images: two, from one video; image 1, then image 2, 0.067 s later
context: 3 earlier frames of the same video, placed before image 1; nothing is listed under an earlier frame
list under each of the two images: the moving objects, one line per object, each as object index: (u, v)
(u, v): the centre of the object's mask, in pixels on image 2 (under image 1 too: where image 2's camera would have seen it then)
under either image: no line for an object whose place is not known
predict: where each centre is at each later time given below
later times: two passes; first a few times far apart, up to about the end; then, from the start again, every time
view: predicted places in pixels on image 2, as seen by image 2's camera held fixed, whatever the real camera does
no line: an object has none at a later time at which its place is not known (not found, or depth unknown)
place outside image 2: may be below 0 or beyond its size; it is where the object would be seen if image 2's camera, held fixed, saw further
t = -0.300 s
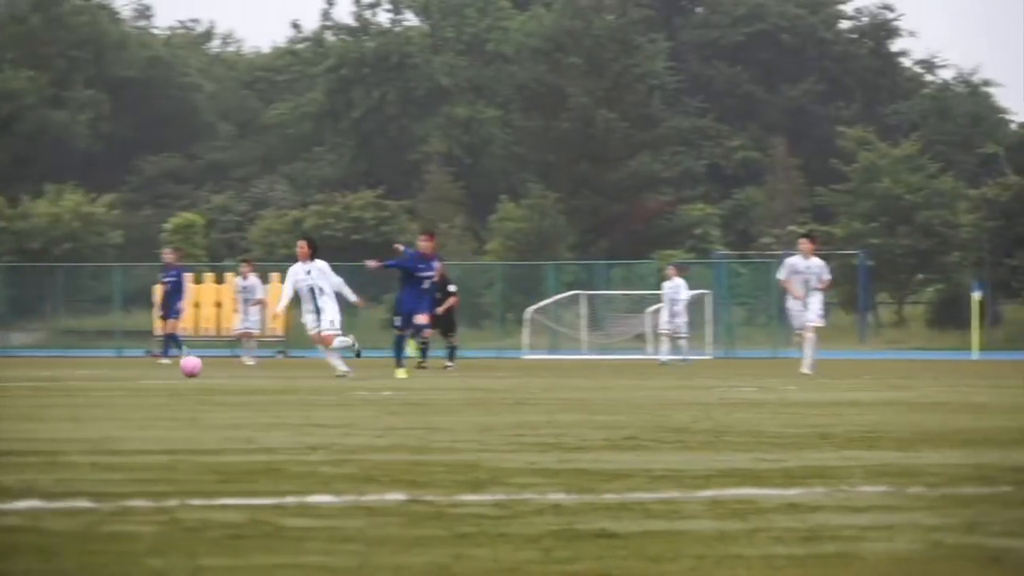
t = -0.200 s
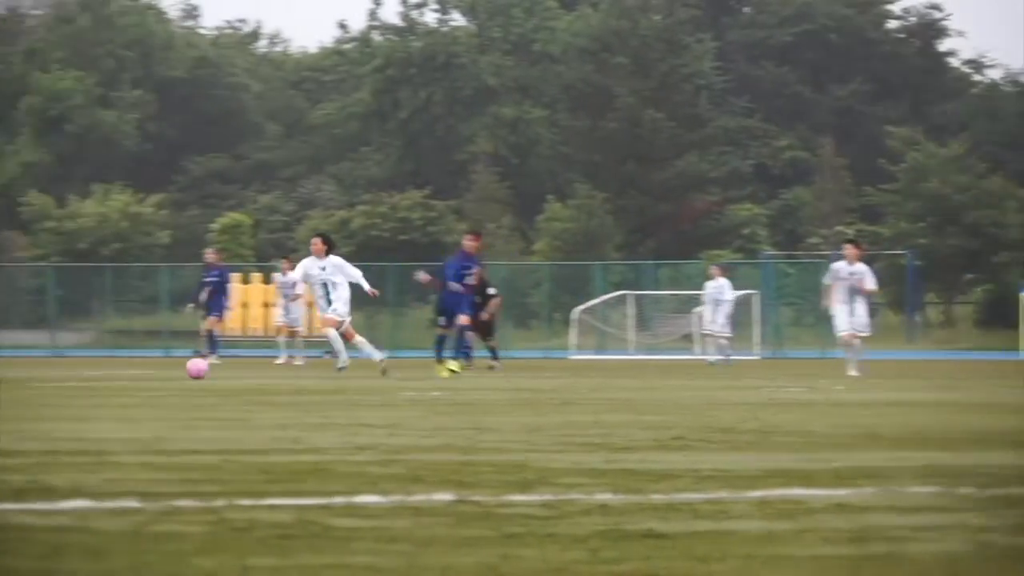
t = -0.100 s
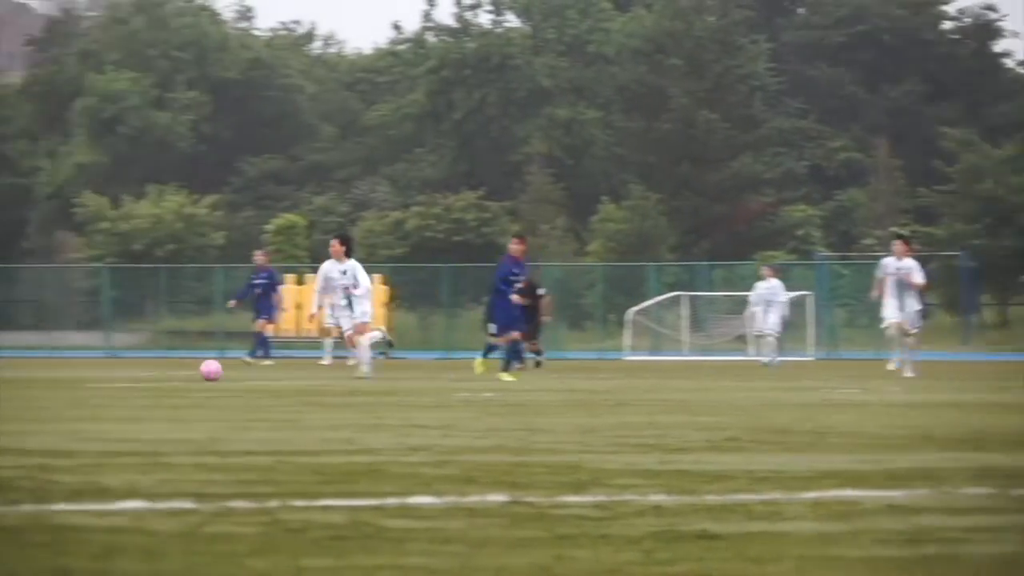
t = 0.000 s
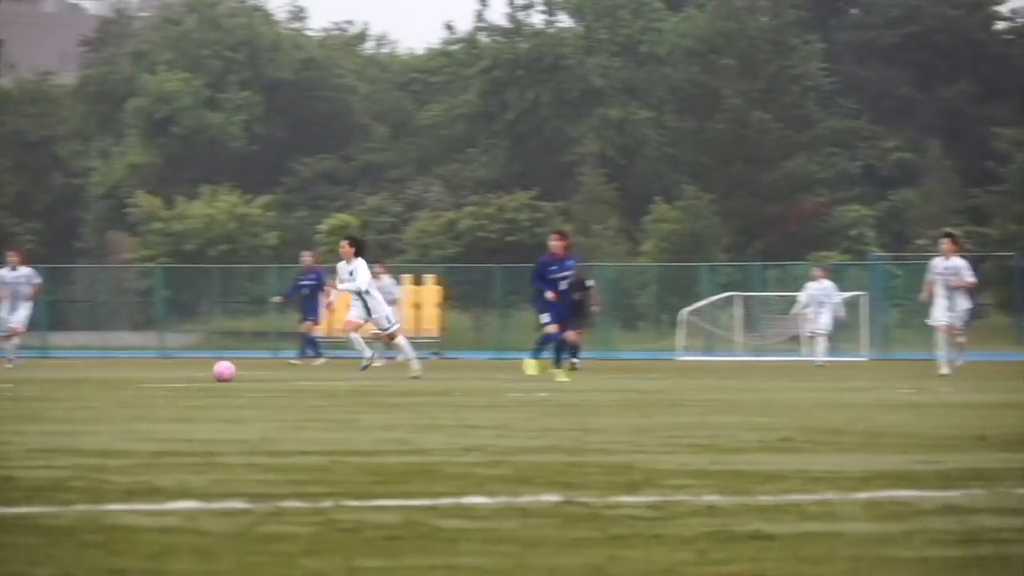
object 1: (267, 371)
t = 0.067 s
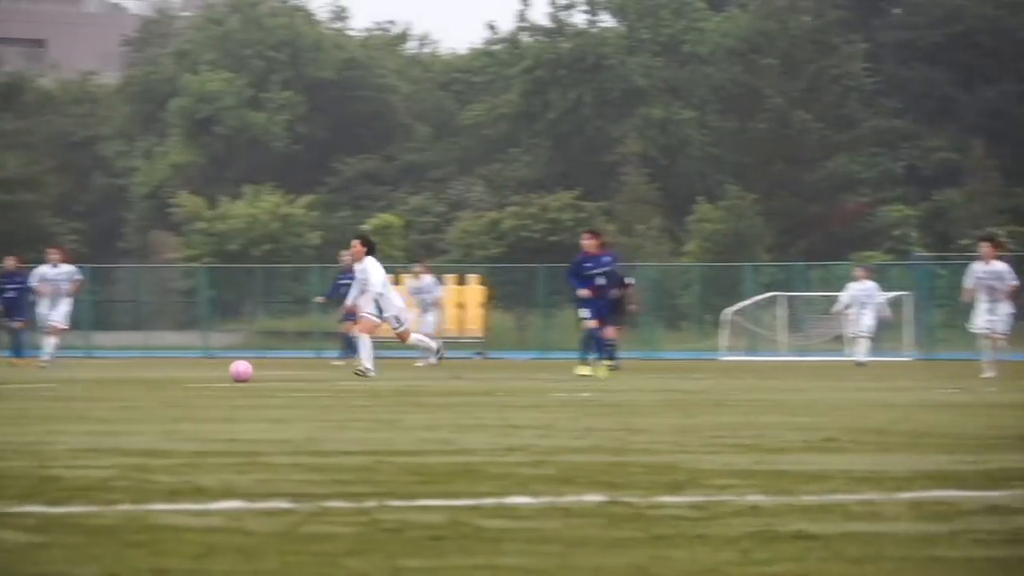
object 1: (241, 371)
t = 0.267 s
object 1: (158, 373)
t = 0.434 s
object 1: (89, 373)
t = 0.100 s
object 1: (227, 372)
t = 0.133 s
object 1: (213, 373)
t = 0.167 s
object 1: (199, 372)
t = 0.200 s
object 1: (186, 372)
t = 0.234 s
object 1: (172, 372)
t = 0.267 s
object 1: (158, 373)
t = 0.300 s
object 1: (144, 373)
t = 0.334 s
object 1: (130, 372)
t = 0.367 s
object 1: (116, 372)
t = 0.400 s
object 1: (103, 373)
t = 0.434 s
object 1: (89, 373)
